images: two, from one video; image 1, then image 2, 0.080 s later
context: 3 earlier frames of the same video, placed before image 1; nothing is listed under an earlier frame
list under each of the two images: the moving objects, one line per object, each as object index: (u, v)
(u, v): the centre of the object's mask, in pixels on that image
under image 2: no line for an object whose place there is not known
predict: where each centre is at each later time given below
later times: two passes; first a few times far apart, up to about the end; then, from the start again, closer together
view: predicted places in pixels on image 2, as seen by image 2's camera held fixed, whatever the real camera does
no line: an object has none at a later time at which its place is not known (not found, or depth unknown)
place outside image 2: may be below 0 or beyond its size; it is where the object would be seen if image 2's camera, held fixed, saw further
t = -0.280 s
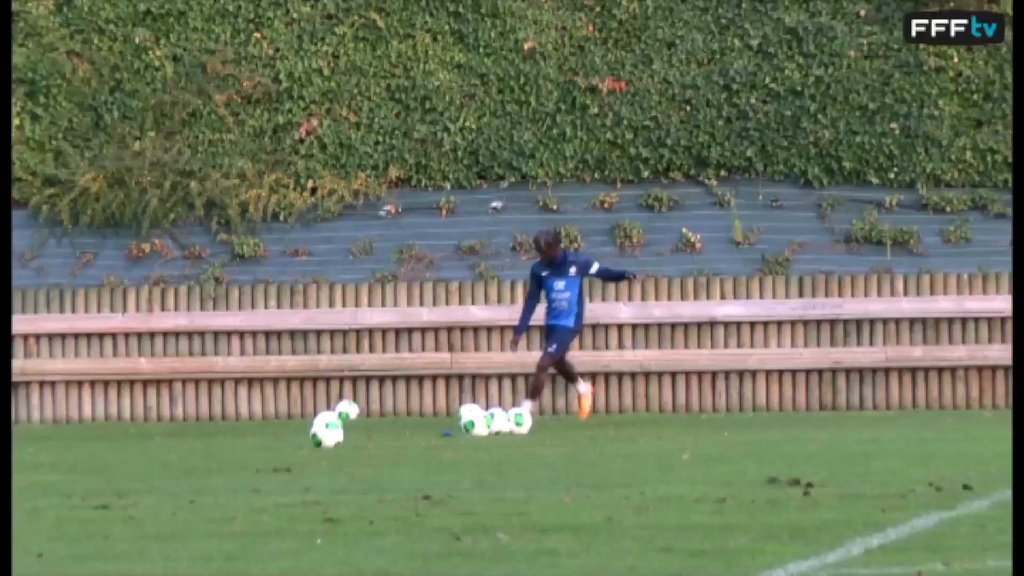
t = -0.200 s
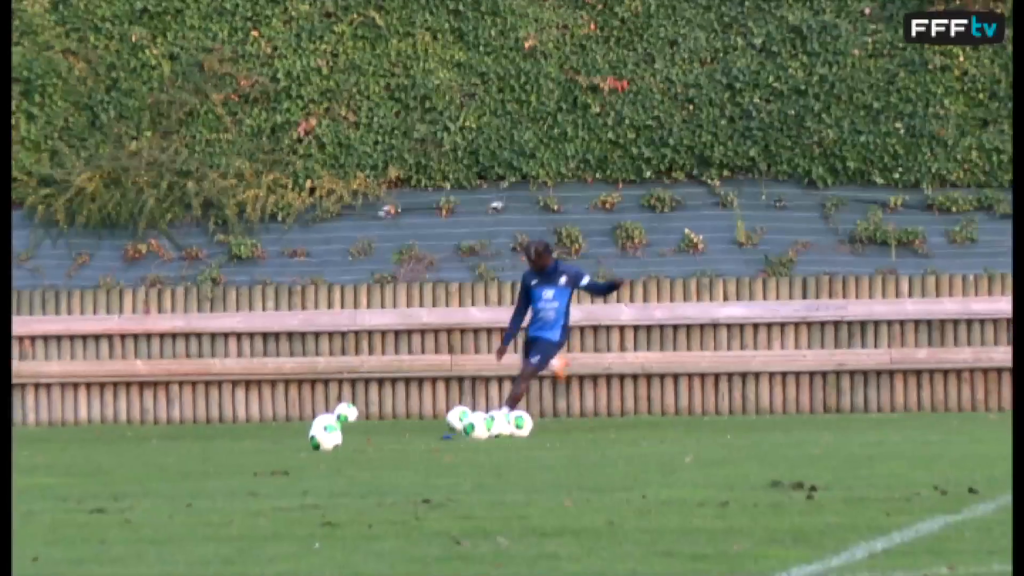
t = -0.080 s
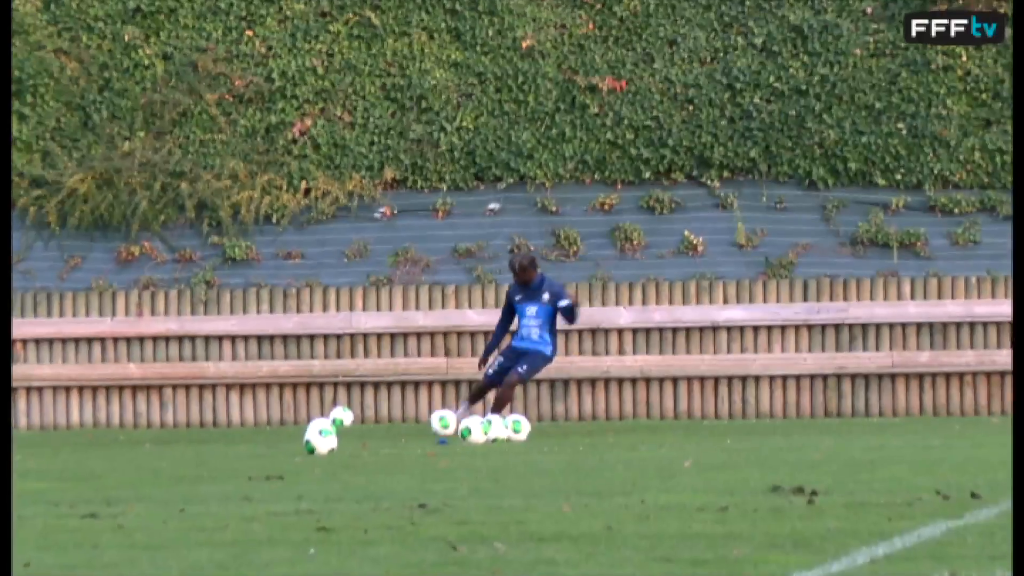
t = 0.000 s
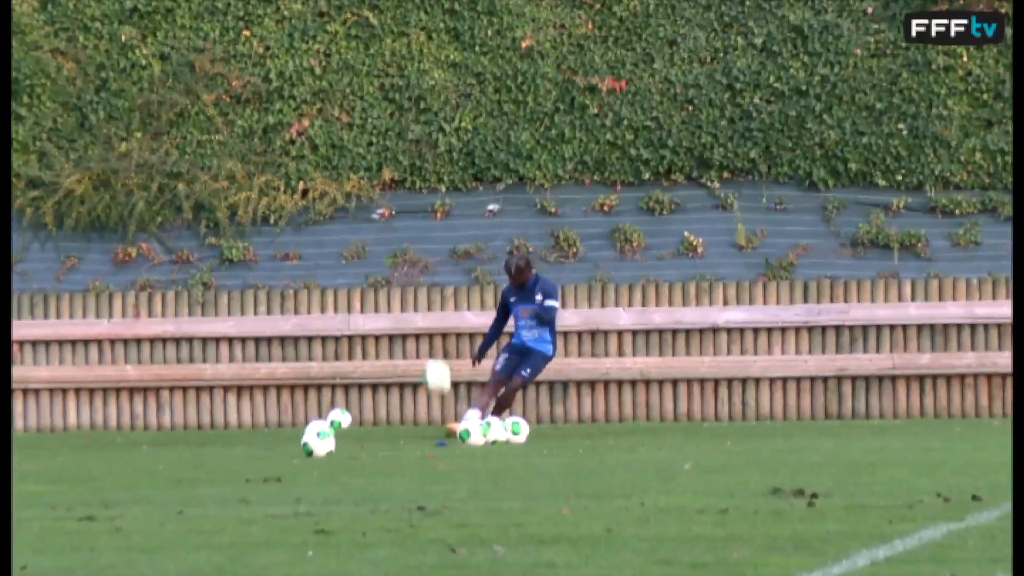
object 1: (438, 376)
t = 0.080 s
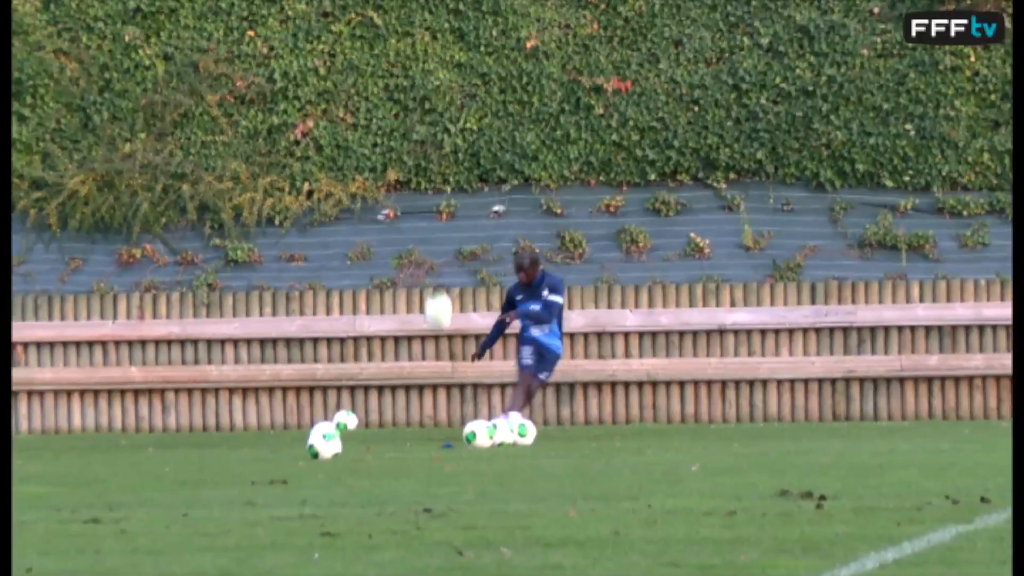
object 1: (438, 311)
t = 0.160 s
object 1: (434, 245)
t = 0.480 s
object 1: (403, 14)
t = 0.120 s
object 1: (437, 276)
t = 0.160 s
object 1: (434, 245)
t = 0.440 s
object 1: (407, 37)
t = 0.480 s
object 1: (403, 14)
